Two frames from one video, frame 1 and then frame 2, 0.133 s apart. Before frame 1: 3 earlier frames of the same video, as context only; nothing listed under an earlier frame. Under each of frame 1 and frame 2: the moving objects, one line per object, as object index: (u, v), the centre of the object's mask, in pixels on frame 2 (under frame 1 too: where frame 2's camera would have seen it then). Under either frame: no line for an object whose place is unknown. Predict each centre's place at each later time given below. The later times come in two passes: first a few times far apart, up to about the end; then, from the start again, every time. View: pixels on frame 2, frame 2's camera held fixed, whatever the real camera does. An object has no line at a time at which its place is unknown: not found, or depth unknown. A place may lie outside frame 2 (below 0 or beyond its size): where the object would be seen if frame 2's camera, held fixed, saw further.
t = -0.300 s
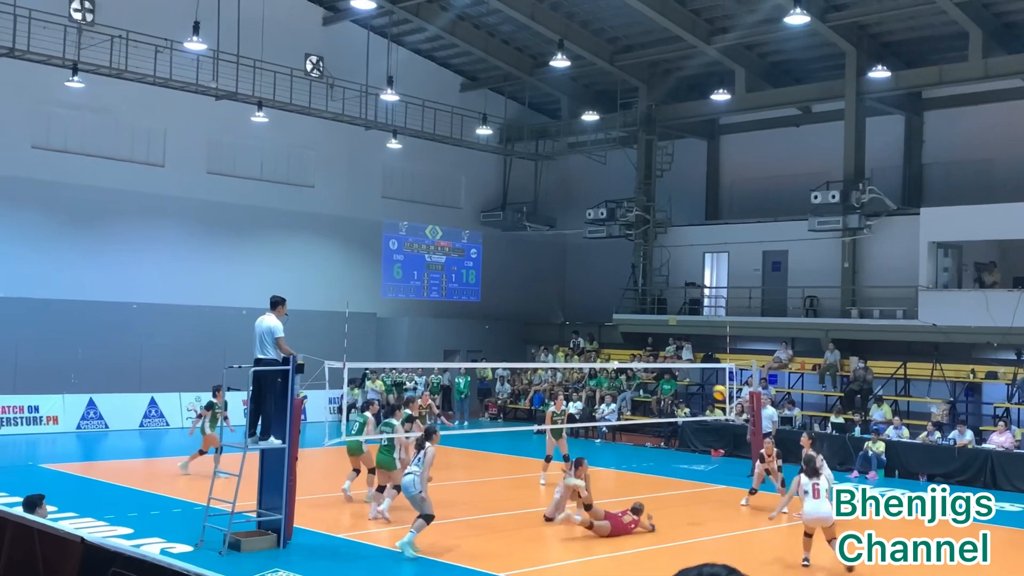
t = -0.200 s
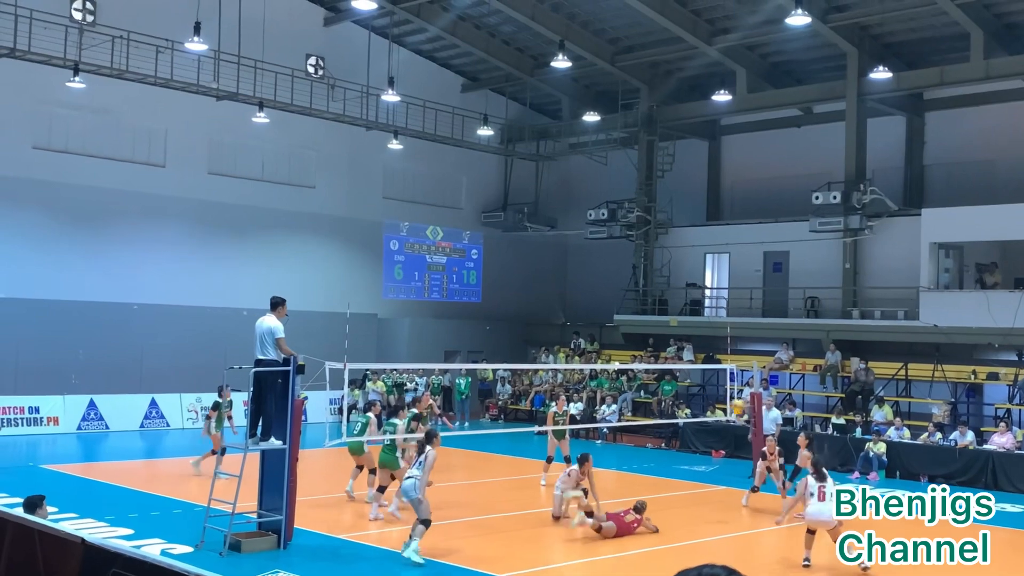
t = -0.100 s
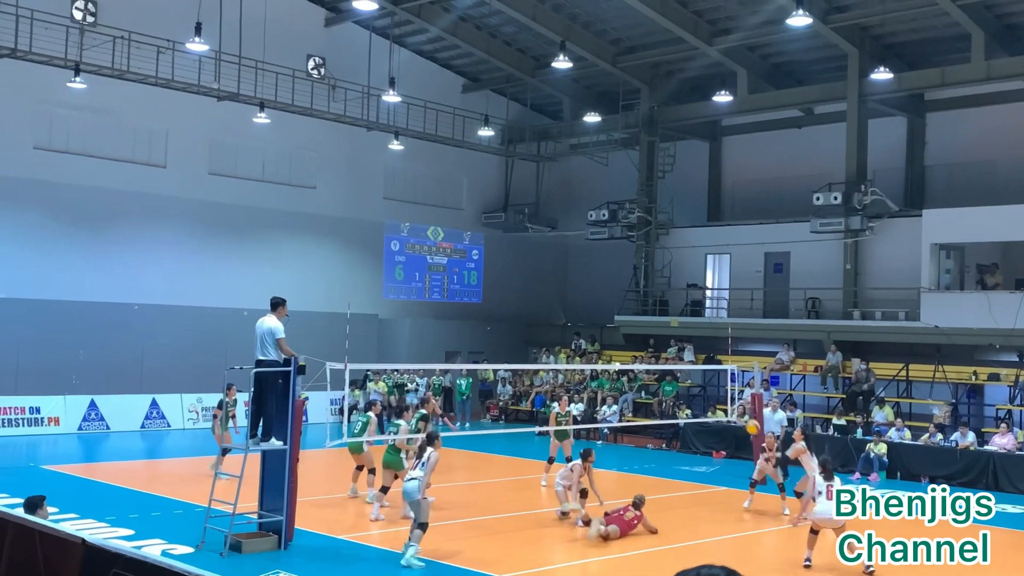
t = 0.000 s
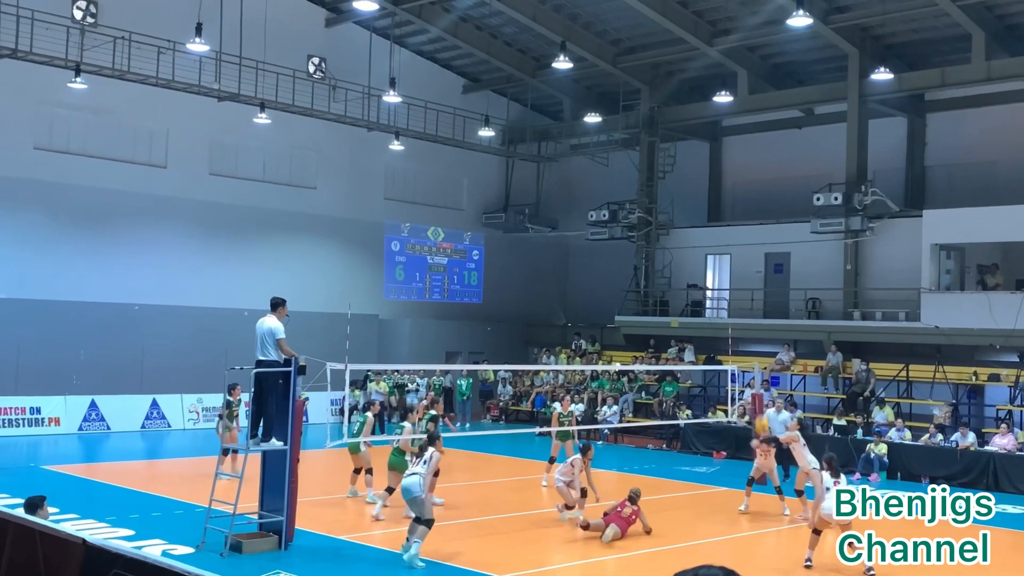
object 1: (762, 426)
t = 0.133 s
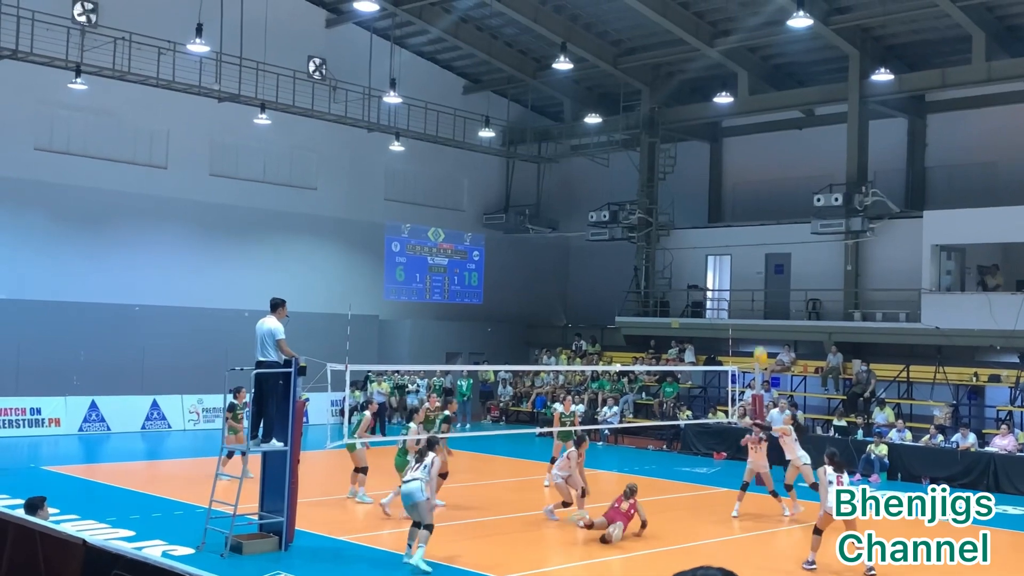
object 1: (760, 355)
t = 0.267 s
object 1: (758, 297)
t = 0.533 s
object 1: (755, 211)
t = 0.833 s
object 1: (752, 166)
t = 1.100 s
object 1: (748, 177)
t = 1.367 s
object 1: (743, 243)
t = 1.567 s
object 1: (738, 332)
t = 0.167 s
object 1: (760, 340)
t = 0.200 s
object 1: (759, 325)
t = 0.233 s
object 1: (759, 310)
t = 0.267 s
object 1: (758, 297)
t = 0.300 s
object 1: (758, 284)
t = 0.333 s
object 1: (758, 271)
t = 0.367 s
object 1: (758, 260)
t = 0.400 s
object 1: (756, 248)
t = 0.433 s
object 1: (756, 238)
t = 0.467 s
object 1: (756, 228)
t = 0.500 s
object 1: (755, 219)
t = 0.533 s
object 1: (755, 211)
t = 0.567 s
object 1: (755, 203)
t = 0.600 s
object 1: (754, 196)
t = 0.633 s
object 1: (754, 190)
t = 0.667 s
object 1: (754, 184)
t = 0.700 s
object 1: (753, 179)
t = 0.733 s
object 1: (753, 175)
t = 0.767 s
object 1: (753, 171)
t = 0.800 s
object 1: (752, 168)
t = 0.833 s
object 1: (752, 166)
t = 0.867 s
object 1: (751, 165)
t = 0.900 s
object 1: (751, 164)
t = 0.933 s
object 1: (751, 164)
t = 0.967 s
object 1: (750, 166)
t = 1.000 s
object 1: (750, 167)
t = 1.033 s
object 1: (749, 170)
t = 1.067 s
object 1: (749, 173)
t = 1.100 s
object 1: (748, 177)
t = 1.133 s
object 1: (748, 183)
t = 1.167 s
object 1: (747, 189)
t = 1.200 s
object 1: (746, 195)
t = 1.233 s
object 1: (745, 203)
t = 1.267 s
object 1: (745, 212)
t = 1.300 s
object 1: (744, 221)
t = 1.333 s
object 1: (743, 231)
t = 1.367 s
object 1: (743, 243)
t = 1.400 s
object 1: (742, 256)
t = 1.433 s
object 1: (741, 269)
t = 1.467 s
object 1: (740, 283)
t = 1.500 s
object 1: (739, 298)
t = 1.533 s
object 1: (739, 314)
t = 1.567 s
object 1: (738, 332)
